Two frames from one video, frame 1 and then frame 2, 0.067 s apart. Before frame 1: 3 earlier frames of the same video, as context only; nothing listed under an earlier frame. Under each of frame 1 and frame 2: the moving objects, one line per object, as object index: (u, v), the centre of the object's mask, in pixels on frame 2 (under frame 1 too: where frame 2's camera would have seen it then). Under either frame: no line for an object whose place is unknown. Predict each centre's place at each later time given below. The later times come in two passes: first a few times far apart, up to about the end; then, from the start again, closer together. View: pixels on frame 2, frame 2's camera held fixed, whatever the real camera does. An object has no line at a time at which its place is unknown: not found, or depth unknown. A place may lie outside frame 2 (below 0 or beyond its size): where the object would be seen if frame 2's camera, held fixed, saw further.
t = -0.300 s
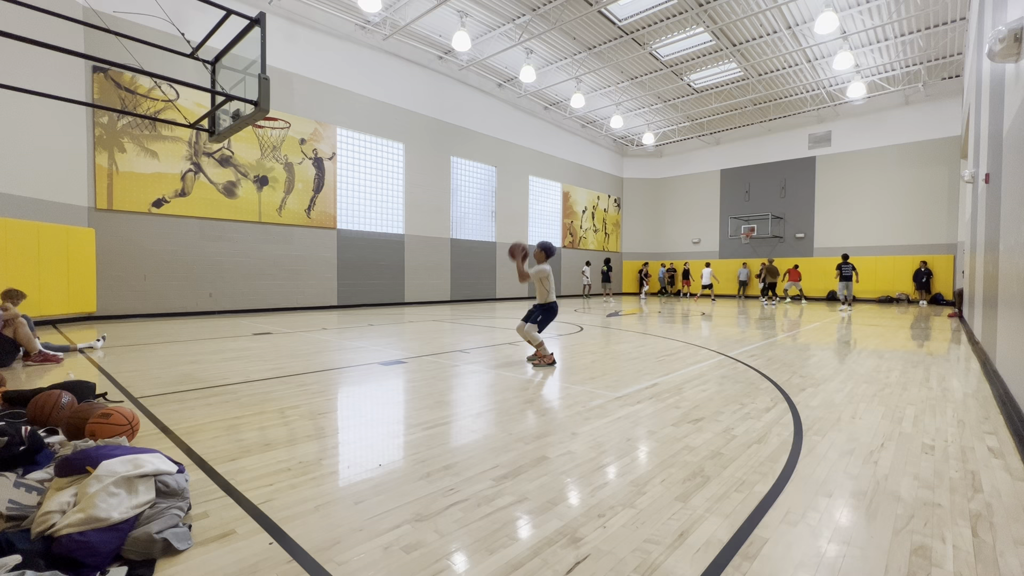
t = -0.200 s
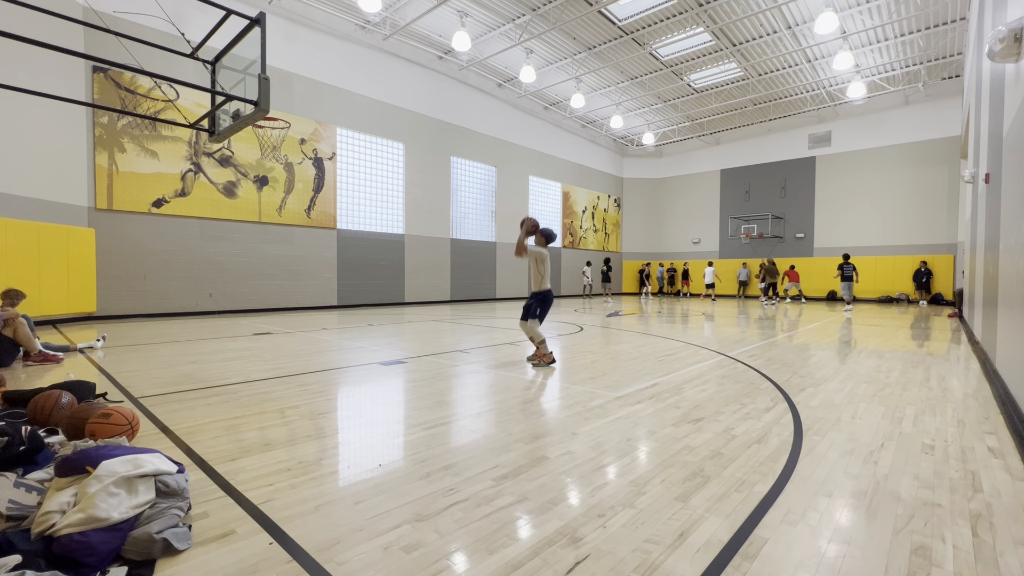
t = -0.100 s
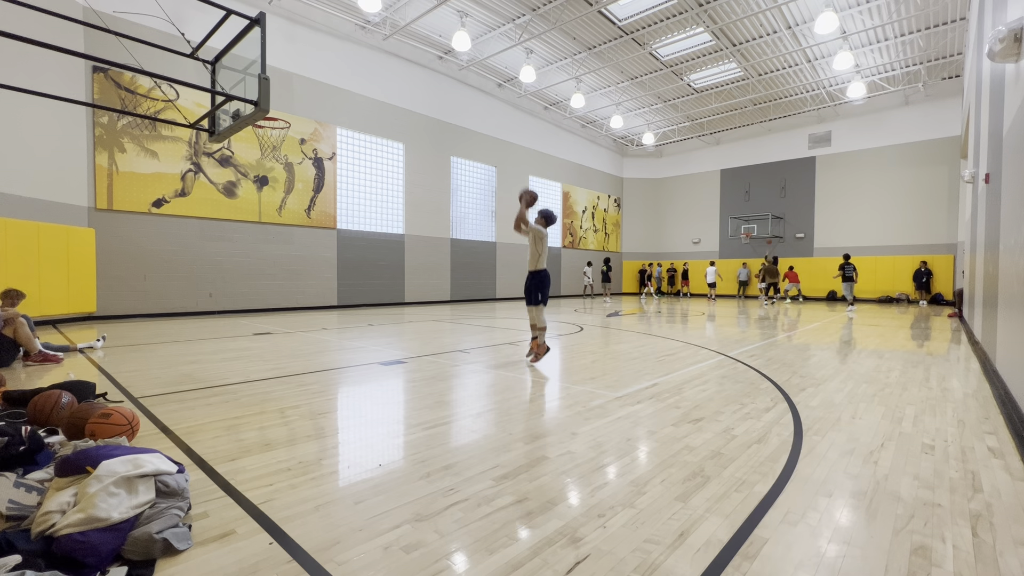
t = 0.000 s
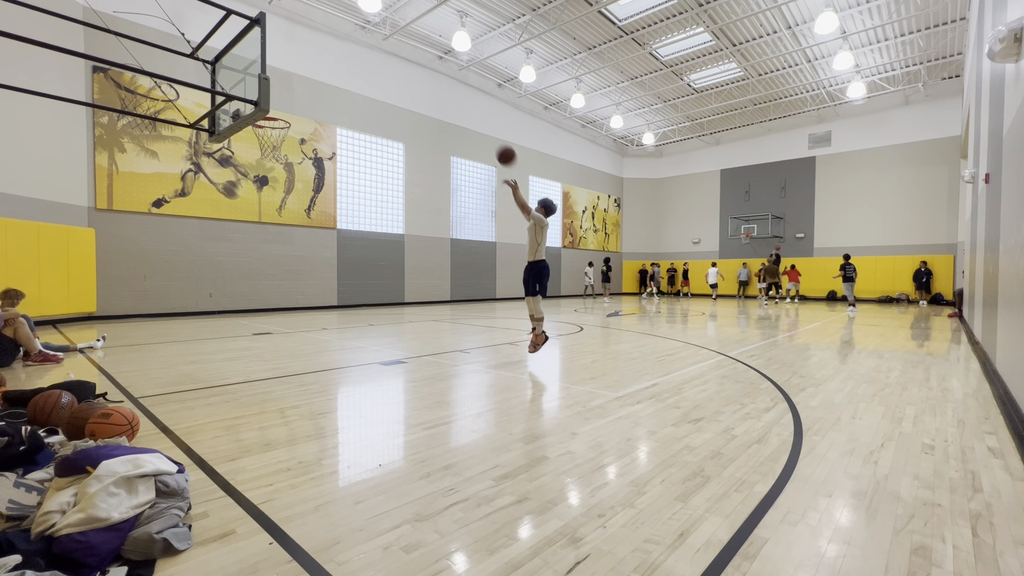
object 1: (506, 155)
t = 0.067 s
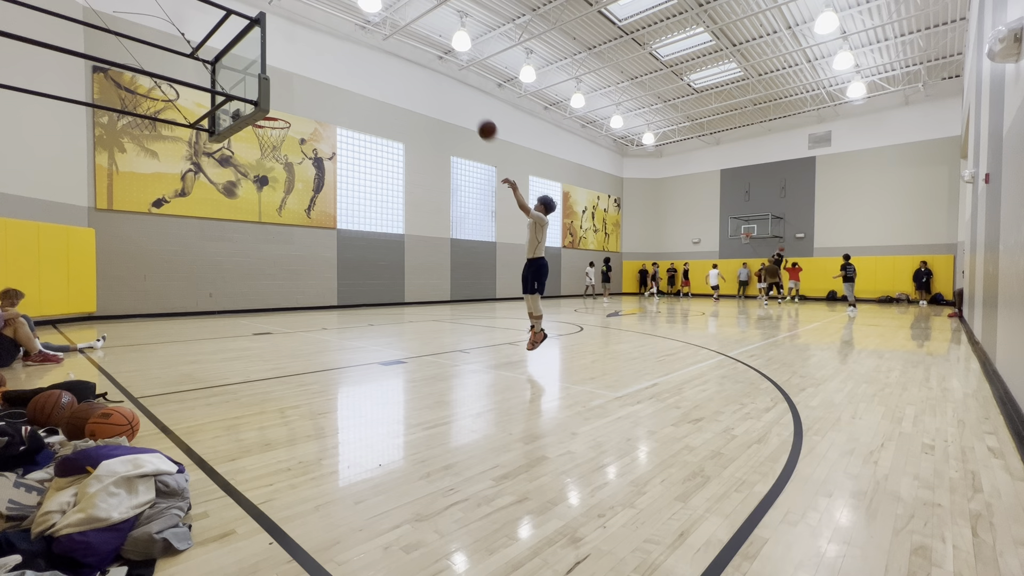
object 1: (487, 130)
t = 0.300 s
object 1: (423, 70)
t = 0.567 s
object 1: (355, 58)
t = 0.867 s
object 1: (284, 108)
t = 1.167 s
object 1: (237, 180)
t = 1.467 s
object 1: (203, 288)
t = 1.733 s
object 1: (192, 288)
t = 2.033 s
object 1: (197, 234)
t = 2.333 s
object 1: (202, 245)
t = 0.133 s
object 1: (468, 108)
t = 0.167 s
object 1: (459, 98)
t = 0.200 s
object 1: (450, 90)
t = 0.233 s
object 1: (441, 82)
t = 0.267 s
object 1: (432, 76)
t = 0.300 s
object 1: (423, 70)
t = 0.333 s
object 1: (414, 65)
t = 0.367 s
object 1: (406, 62)
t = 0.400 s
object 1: (397, 59)
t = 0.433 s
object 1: (388, 57)
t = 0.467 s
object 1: (380, 56)
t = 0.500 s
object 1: (371, 56)
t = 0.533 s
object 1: (363, 56)
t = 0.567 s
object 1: (355, 58)
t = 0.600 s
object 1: (347, 60)
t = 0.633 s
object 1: (339, 64)
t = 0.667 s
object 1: (331, 68)
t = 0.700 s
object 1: (323, 73)
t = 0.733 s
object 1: (315, 78)
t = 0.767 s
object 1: (307, 85)
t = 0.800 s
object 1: (299, 92)
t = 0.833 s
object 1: (292, 100)
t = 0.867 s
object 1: (284, 108)
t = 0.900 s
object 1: (277, 118)
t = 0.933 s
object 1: (270, 129)
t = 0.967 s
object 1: (262, 140)
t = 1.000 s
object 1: (257, 147)
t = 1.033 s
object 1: (253, 152)
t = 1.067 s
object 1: (249, 158)
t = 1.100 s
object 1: (245, 165)
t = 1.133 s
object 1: (241, 172)
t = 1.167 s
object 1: (237, 180)
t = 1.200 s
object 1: (233, 189)
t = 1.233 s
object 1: (230, 198)
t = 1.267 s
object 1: (226, 209)
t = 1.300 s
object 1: (222, 221)
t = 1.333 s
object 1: (218, 233)
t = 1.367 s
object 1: (214, 245)
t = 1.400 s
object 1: (210, 259)
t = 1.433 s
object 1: (206, 273)
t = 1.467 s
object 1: (203, 288)
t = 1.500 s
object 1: (199, 303)
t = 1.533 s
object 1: (195, 320)
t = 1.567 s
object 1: (191, 337)
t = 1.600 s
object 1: (191, 333)
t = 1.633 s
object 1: (191, 320)
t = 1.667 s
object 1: (191, 309)
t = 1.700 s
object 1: (192, 298)
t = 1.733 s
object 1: (192, 288)
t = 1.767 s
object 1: (193, 279)
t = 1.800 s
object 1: (193, 270)
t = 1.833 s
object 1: (194, 263)
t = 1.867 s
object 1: (194, 256)
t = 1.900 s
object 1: (195, 250)
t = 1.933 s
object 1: (195, 244)
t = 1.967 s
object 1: (196, 240)
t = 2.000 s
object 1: (196, 237)
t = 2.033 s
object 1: (197, 234)
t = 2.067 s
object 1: (197, 232)
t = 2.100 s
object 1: (198, 231)
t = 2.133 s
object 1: (198, 230)
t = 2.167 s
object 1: (199, 231)
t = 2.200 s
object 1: (200, 232)
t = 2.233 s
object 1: (200, 234)
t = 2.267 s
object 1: (201, 237)
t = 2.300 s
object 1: (202, 241)
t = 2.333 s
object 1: (202, 245)
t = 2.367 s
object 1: (203, 250)
